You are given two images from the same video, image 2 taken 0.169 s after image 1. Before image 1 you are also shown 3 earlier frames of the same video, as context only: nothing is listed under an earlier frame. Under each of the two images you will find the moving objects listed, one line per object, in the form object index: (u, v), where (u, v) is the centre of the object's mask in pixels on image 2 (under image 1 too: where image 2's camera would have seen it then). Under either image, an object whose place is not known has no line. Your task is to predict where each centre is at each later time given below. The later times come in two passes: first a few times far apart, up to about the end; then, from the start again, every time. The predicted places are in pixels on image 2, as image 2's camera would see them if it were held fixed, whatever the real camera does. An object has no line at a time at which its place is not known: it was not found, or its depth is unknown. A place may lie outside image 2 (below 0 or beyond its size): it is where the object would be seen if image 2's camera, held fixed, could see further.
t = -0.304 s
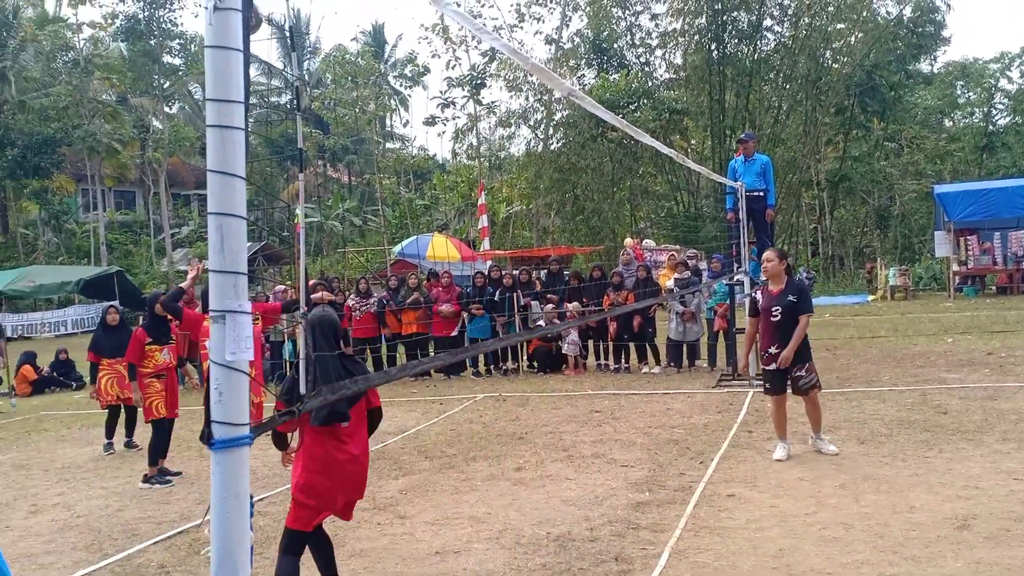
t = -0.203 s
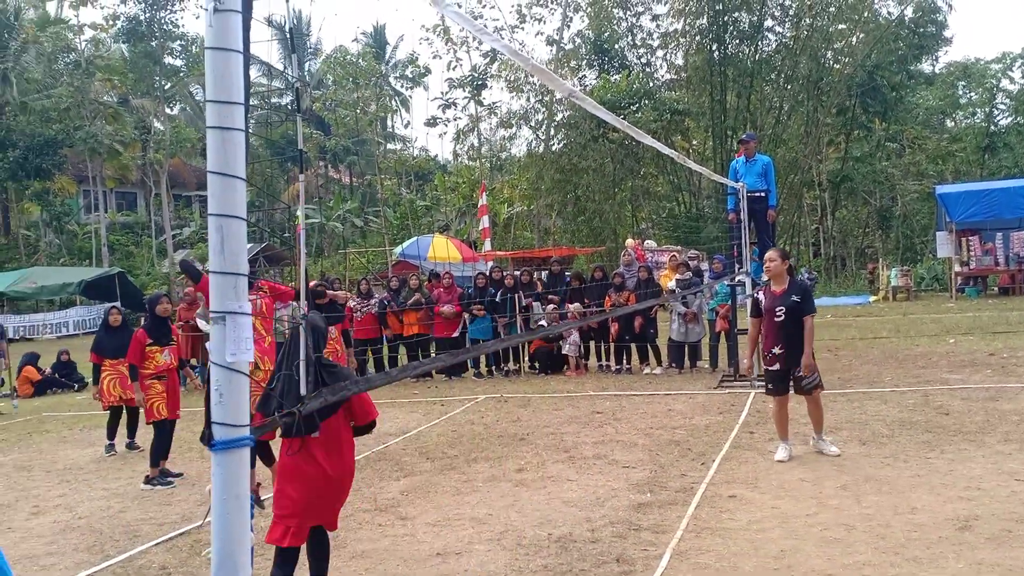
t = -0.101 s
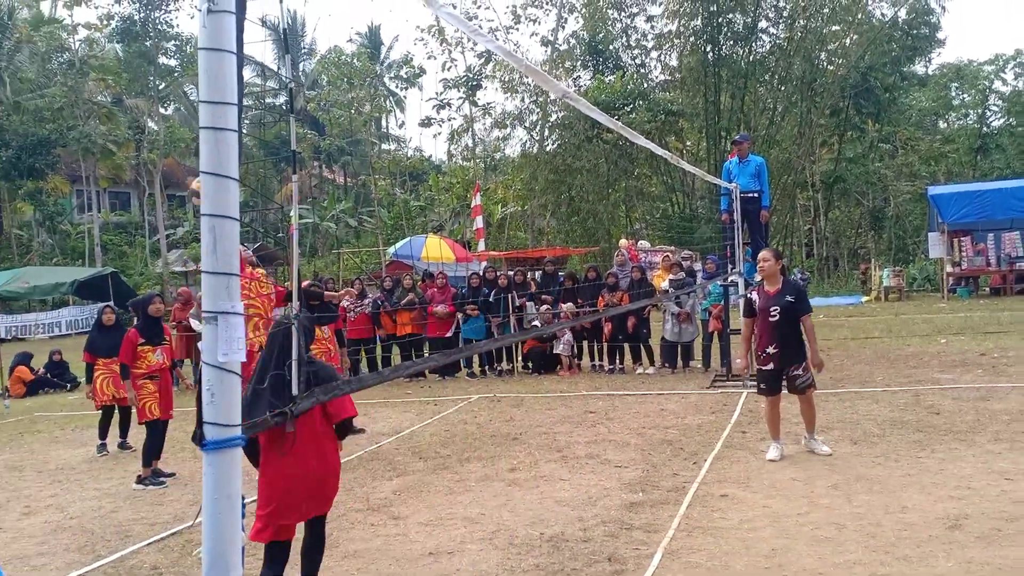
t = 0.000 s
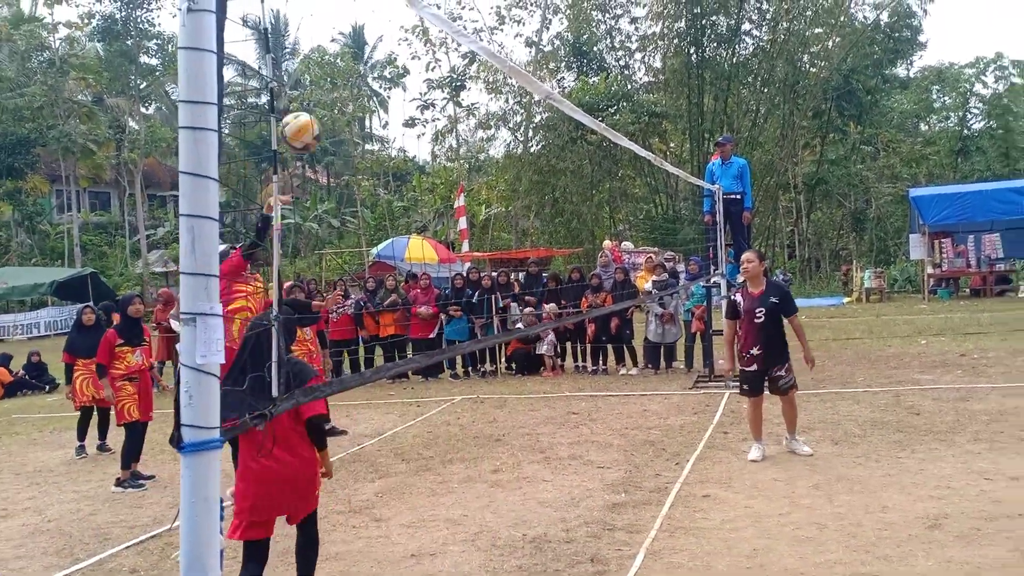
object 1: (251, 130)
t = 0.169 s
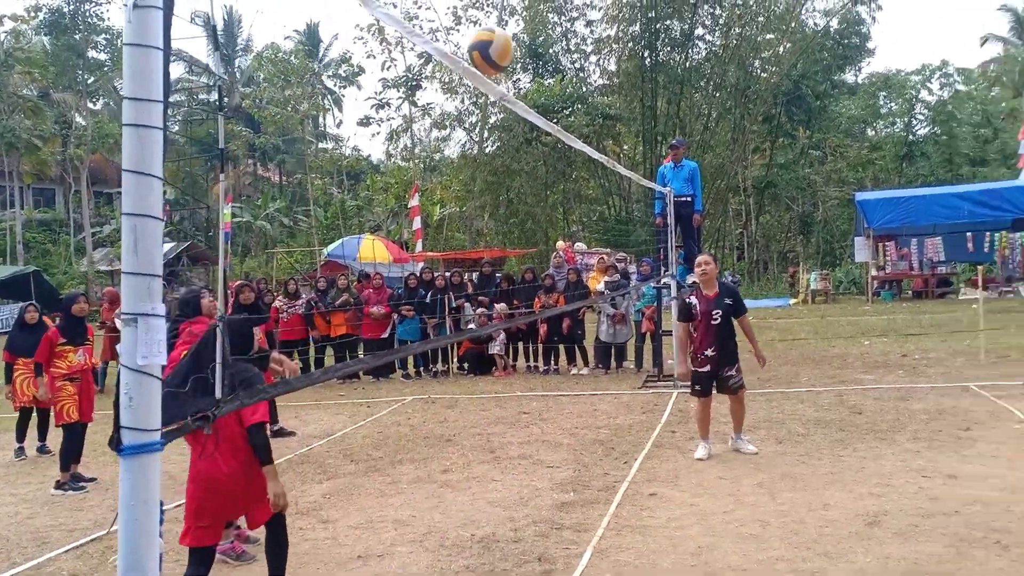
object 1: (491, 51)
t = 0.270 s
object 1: (676, 24)
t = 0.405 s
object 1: (1001, 14)
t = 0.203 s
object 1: (548, 38)
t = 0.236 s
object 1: (609, 29)
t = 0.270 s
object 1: (676, 24)
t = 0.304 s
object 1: (747, 20)
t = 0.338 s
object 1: (825, 18)
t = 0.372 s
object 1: (907, 16)
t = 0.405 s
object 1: (1001, 14)
